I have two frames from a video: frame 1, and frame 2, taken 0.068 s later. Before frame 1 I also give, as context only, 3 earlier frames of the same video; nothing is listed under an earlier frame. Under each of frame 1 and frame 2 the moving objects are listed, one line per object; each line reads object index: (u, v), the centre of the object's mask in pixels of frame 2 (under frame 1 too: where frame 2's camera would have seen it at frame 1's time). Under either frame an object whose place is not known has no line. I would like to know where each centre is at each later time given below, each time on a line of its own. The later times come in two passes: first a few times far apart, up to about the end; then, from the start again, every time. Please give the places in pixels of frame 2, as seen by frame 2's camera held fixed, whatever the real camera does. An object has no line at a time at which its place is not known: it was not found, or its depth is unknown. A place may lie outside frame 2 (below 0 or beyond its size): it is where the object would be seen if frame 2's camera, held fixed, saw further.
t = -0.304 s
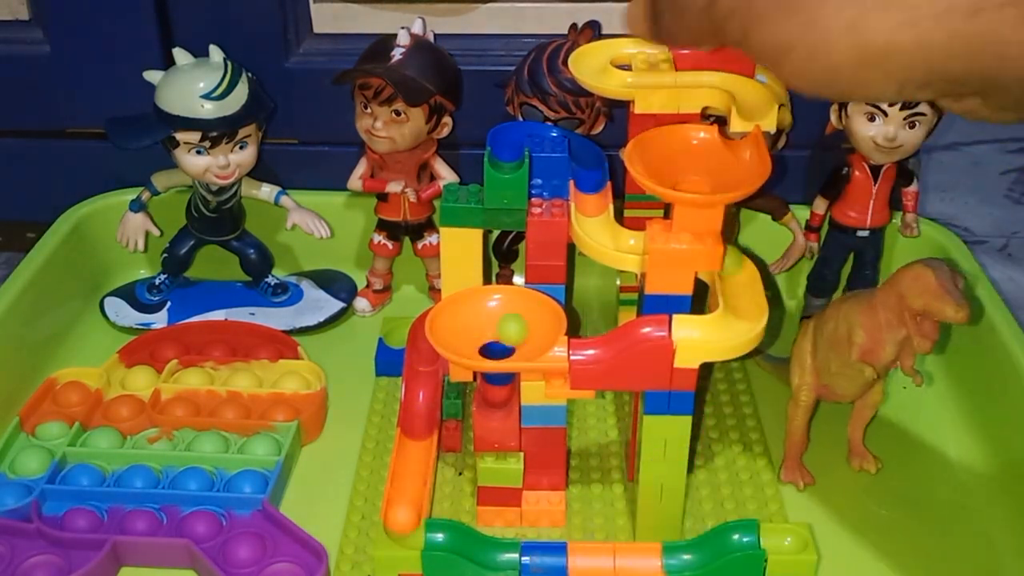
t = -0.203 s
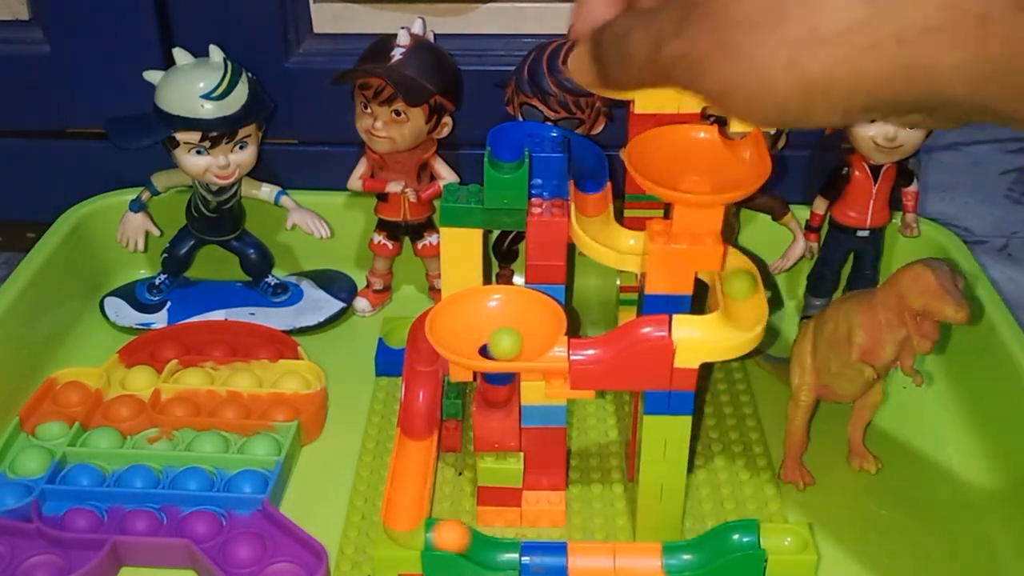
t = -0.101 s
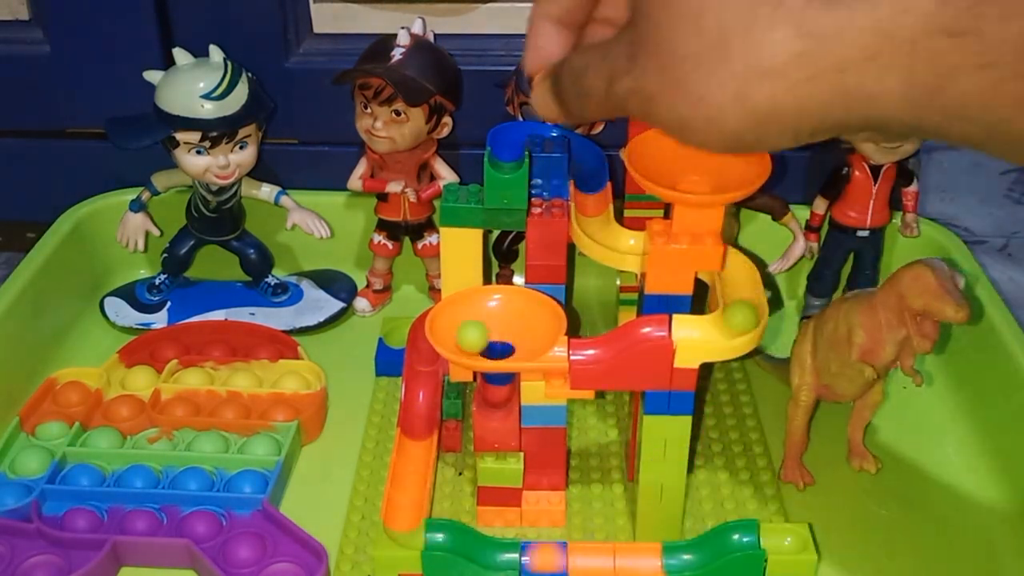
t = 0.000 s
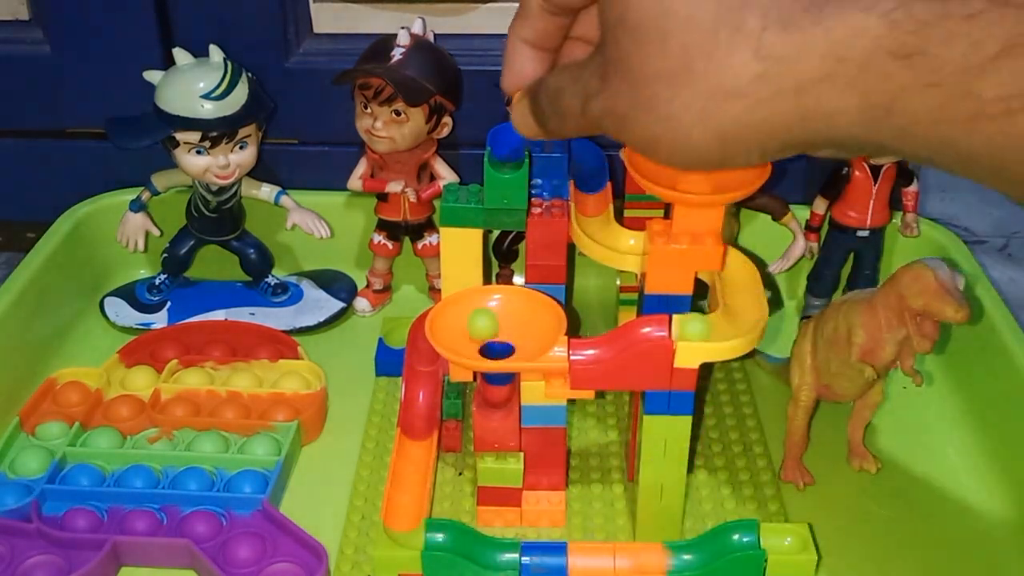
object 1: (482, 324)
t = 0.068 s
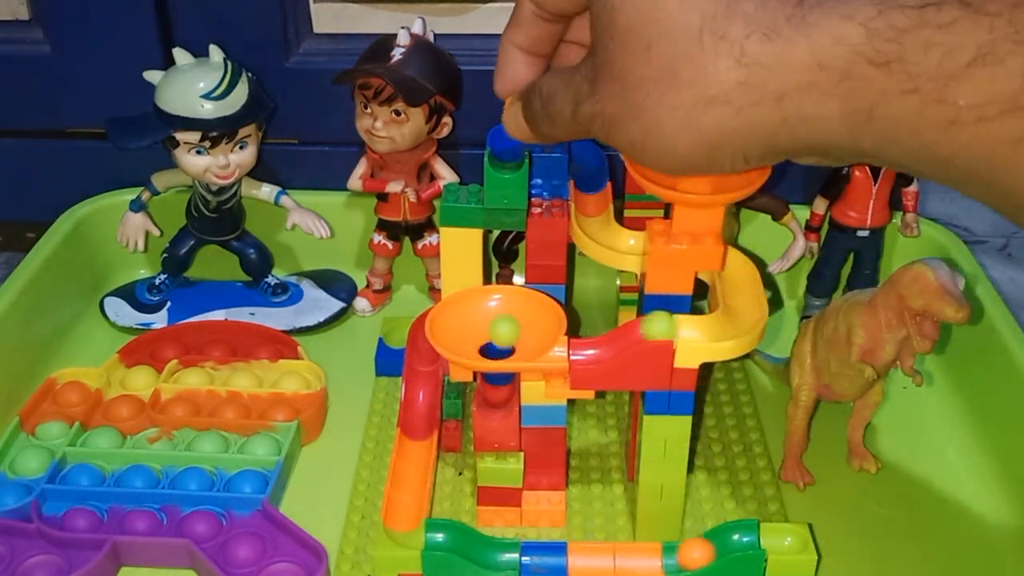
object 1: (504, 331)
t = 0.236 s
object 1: (472, 333)
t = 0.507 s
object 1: (498, 343)
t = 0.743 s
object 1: (457, 316)
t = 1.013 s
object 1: (481, 347)
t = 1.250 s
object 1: (523, 319)
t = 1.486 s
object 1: (459, 329)
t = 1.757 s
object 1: (505, 346)
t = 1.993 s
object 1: (494, 312)
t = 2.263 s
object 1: (468, 341)
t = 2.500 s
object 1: (520, 330)
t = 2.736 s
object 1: (467, 328)
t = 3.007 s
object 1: (495, 345)
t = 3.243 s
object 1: (501, 324)
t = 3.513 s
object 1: (469, 331)
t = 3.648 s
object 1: (503, 332)
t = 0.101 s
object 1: (504, 340)
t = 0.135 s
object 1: (495, 343)
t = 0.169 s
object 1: (482, 341)
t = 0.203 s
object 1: (474, 337)
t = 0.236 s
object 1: (472, 333)
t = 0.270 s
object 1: (473, 329)
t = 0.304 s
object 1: (484, 326)
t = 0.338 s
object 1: (493, 331)
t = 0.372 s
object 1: (499, 342)
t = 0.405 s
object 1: (489, 341)
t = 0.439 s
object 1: (485, 336)
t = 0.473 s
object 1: (491, 335)
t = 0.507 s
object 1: (498, 343)
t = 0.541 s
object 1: (491, 340)
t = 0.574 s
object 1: (497, 342)
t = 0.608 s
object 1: (499, 345)
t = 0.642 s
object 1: (475, 346)
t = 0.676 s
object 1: (458, 338)
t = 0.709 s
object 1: (451, 327)
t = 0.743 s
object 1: (457, 316)
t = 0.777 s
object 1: (475, 309)
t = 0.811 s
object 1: (497, 307)
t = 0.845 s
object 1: (517, 311)
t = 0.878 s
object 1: (530, 320)
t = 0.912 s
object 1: (531, 332)
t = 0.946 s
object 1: (520, 343)
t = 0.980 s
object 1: (501, 348)
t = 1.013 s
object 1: (481, 347)
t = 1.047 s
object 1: (464, 341)
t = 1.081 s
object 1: (455, 332)
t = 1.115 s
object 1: (459, 322)
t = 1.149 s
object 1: (472, 315)
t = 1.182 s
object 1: (490, 312)
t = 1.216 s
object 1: (509, 313)
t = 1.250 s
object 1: (523, 319)
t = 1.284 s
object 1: (529, 328)
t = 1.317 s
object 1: (524, 338)
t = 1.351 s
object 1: (510, 345)
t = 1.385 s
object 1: (493, 347)
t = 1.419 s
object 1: (475, 344)
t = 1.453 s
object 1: (463, 339)
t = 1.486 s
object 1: (459, 329)
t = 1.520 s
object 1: (466, 318)
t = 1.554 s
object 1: (480, 316)
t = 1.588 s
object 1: (495, 316)
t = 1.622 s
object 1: (511, 319)
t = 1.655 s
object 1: (522, 325)
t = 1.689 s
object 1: (524, 334)
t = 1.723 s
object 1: (518, 342)
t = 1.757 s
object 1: (505, 346)
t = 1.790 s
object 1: (490, 347)
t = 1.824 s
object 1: (475, 344)
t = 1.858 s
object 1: (463, 337)
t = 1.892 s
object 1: (459, 326)
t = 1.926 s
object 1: (467, 316)
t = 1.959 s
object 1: (480, 313)
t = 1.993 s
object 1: (494, 312)
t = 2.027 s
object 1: (508, 315)
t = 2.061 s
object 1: (519, 321)
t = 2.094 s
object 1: (524, 330)
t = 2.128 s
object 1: (521, 339)
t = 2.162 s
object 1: (511, 345)
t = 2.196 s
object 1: (496, 347)
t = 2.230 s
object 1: (480, 346)
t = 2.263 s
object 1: (468, 341)
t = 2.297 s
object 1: (463, 333)
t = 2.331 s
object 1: (466, 325)
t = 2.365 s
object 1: (475, 318)
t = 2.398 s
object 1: (488, 315)
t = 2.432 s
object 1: (503, 317)
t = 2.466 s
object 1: (514, 323)
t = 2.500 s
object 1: (520, 330)
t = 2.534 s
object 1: (519, 338)
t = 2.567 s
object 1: (512, 344)
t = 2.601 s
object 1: (499, 346)
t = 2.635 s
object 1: (486, 346)
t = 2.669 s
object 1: (473, 343)
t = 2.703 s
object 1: (466, 336)
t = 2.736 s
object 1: (467, 328)
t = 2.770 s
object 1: (474, 322)
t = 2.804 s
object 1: (485, 320)
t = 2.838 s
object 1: (499, 320)
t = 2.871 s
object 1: (510, 323)
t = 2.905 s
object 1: (516, 330)
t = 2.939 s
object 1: (514, 338)
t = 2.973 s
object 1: (506, 343)
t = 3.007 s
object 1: (495, 345)
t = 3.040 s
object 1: (481, 344)
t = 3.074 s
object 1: (471, 340)
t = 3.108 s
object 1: (467, 335)
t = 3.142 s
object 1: (470, 330)
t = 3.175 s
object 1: (477, 325)
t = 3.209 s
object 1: (489, 323)
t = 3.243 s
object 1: (501, 324)
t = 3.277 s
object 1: (511, 328)
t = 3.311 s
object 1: (515, 333)
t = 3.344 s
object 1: (512, 339)
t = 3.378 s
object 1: (502, 343)
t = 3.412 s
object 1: (490, 344)
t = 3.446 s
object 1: (479, 342)
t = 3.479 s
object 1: (471, 336)
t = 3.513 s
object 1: (469, 331)
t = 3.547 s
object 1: (473, 327)
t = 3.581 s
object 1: (481, 325)
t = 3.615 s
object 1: (493, 326)
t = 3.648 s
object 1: (503, 332)
